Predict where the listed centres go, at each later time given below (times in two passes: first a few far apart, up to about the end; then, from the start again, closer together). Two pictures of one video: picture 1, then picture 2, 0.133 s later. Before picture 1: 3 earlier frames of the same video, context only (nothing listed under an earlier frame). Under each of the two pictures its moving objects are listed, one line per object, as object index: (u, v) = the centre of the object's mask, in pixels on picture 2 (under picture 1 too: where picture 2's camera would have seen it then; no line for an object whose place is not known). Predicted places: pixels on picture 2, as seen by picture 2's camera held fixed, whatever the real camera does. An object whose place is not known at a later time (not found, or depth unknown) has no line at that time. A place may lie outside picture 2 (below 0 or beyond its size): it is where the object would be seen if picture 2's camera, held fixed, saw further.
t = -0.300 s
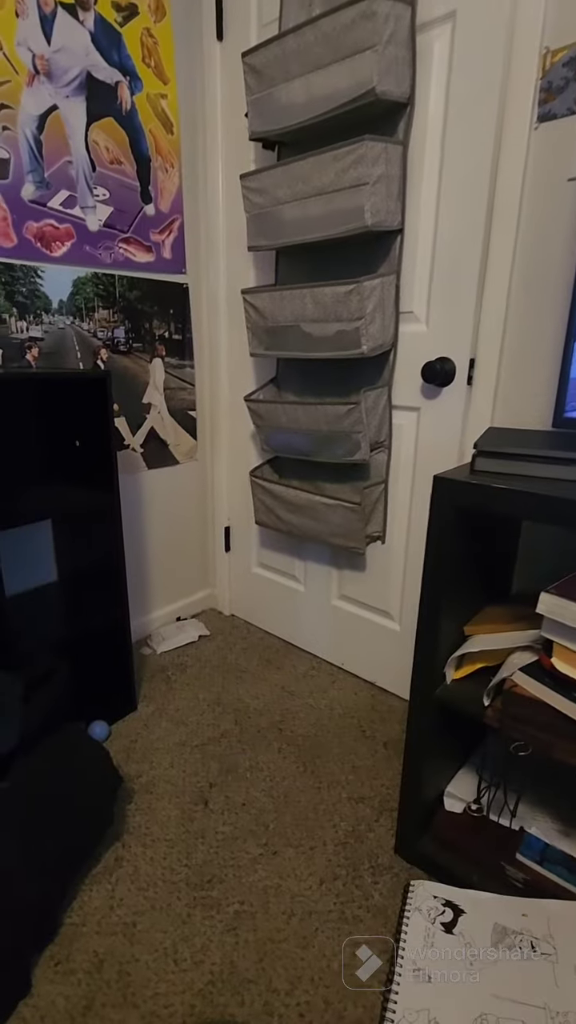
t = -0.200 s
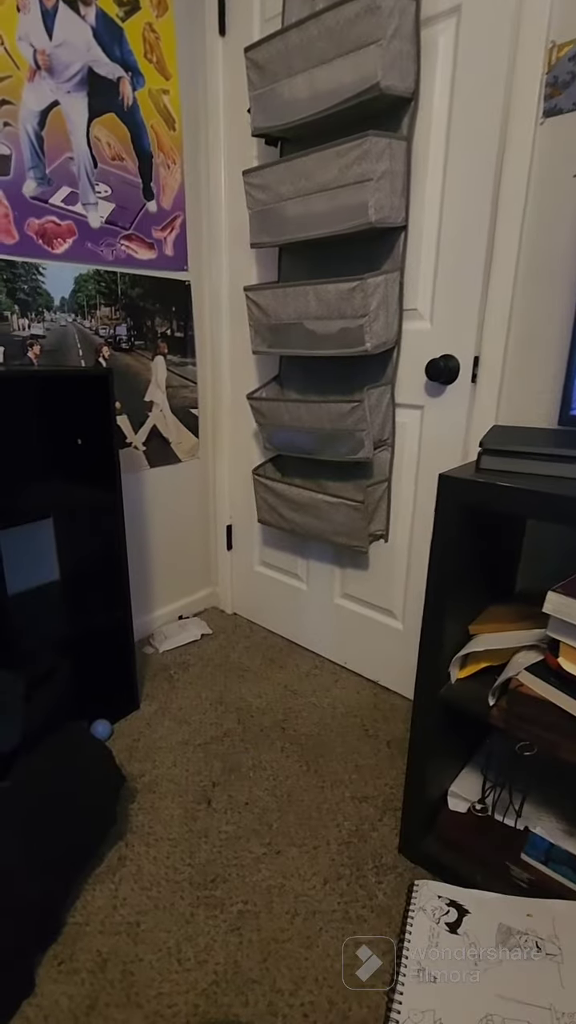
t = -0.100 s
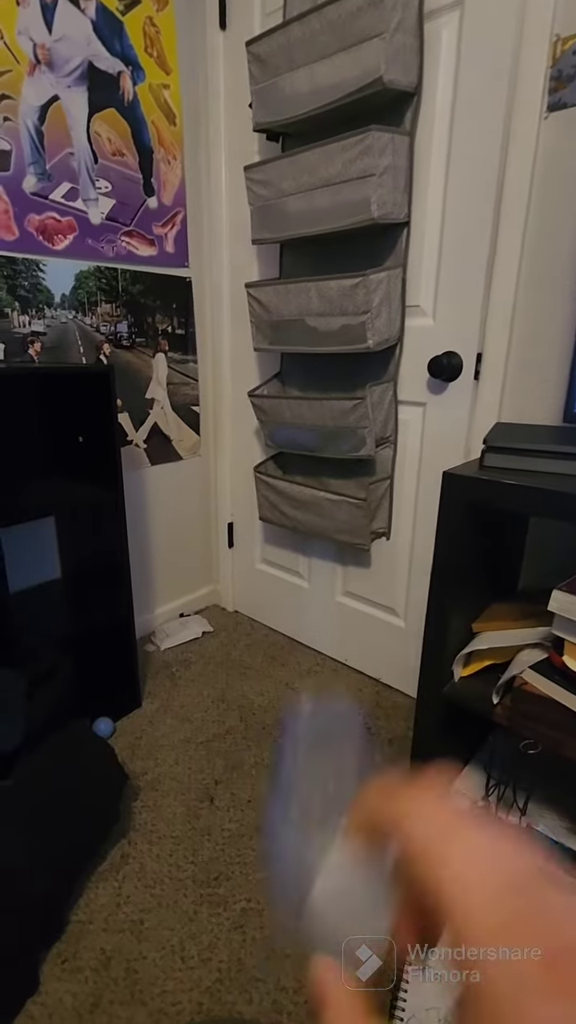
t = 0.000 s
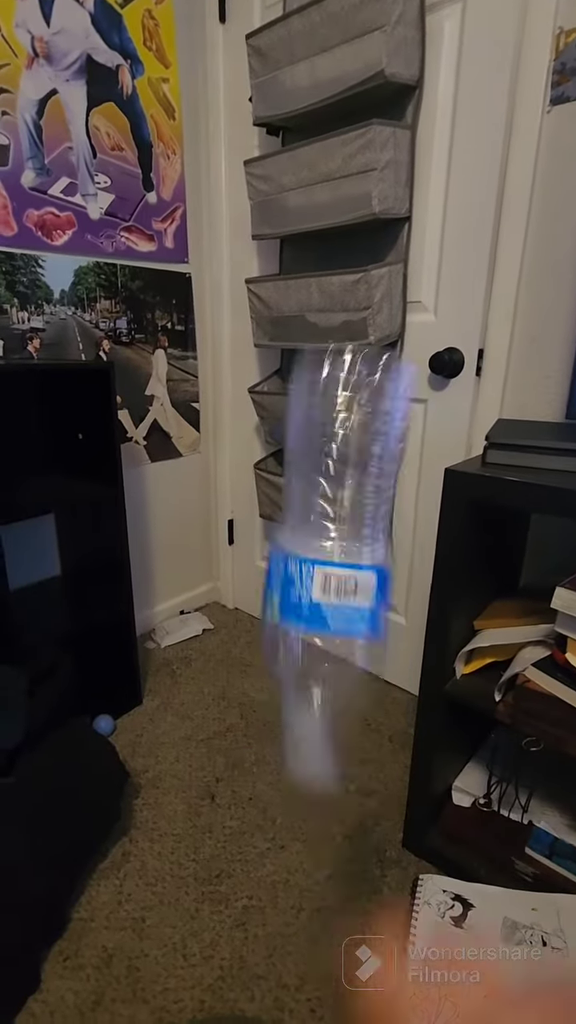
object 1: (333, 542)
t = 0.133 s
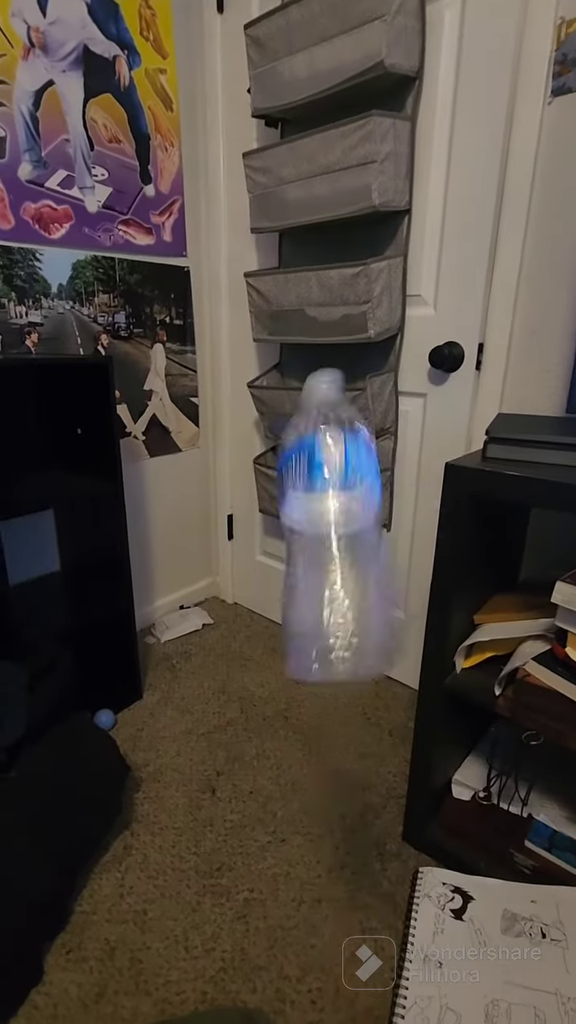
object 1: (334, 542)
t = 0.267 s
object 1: (333, 701)
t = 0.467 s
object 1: (321, 969)
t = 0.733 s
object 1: (287, 880)
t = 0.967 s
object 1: (242, 898)
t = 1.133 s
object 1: (219, 902)
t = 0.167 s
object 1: (331, 542)
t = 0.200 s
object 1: (333, 563)
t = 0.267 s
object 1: (333, 701)
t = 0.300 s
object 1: (331, 735)
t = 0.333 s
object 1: (327, 775)
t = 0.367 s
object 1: (328, 812)
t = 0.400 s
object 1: (329, 884)
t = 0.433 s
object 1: (323, 952)
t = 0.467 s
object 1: (321, 969)
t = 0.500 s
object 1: (320, 986)
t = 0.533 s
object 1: (319, 987)
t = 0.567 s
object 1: (320, 993)
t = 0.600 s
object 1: (315, 946)
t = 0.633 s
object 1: (306, 930)
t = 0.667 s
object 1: (299, 905)
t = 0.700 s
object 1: (293, 888)
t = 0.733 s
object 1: (287, 880)
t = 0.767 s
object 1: (284, 871)
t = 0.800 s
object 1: (282, 870)
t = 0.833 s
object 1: (276, 872)
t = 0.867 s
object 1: (272, 873)
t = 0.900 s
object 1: (266, 879)
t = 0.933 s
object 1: (262, 885)
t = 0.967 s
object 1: (242, 898)
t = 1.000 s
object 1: (238, 899)
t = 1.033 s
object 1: (233, 898)
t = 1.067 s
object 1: (230, 897)
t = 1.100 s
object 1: (223, 903)
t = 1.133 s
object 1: (219, 902)
